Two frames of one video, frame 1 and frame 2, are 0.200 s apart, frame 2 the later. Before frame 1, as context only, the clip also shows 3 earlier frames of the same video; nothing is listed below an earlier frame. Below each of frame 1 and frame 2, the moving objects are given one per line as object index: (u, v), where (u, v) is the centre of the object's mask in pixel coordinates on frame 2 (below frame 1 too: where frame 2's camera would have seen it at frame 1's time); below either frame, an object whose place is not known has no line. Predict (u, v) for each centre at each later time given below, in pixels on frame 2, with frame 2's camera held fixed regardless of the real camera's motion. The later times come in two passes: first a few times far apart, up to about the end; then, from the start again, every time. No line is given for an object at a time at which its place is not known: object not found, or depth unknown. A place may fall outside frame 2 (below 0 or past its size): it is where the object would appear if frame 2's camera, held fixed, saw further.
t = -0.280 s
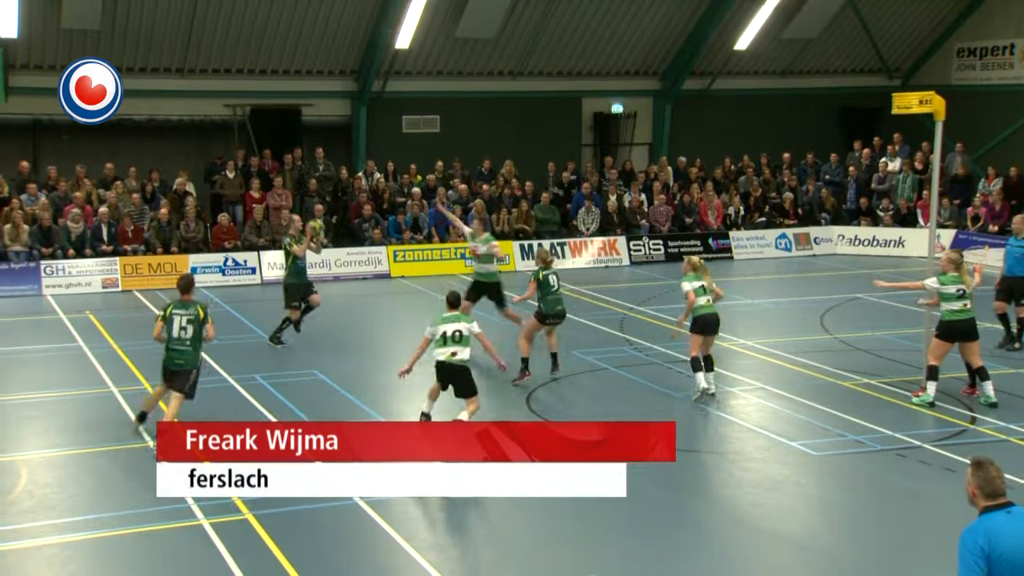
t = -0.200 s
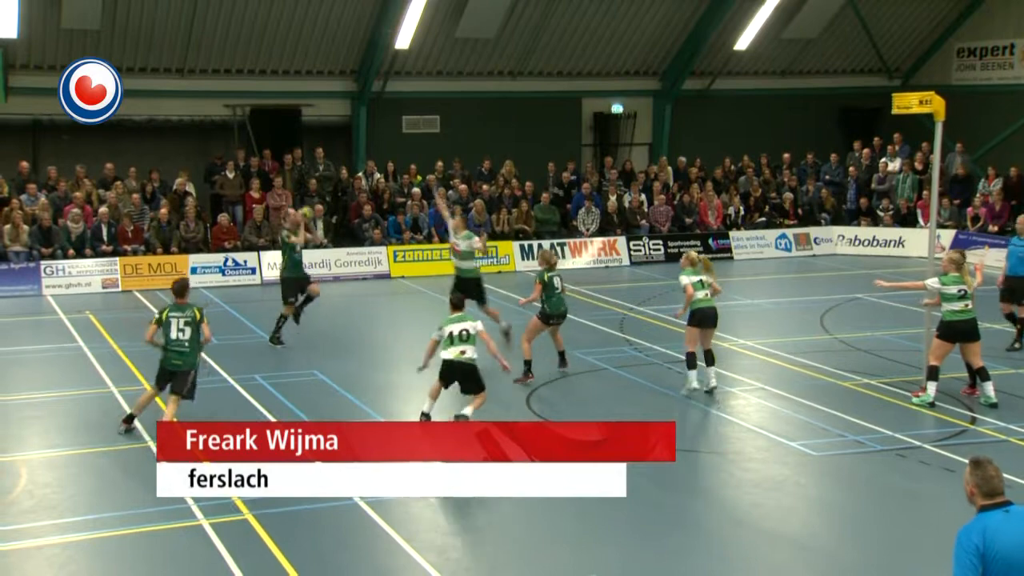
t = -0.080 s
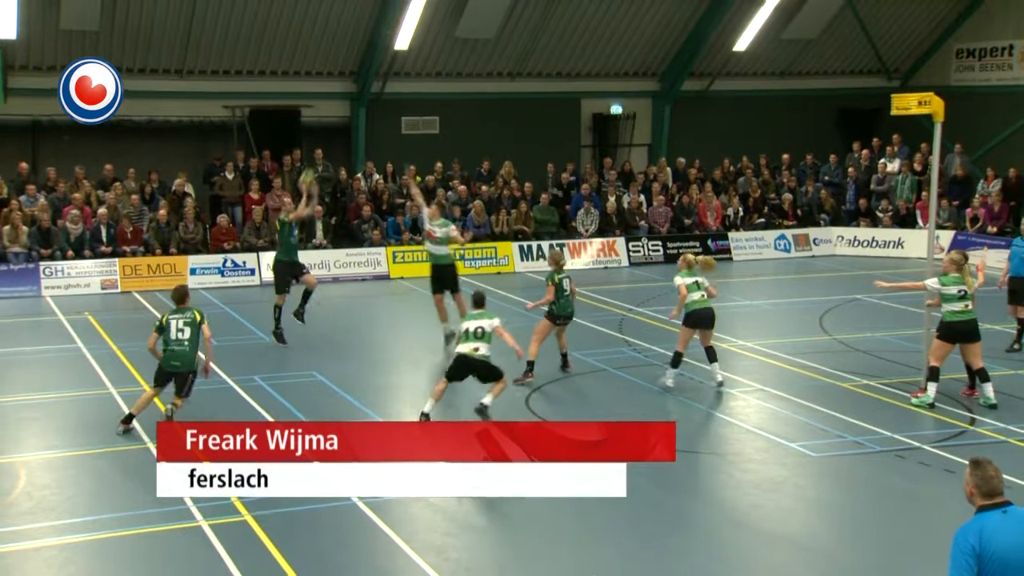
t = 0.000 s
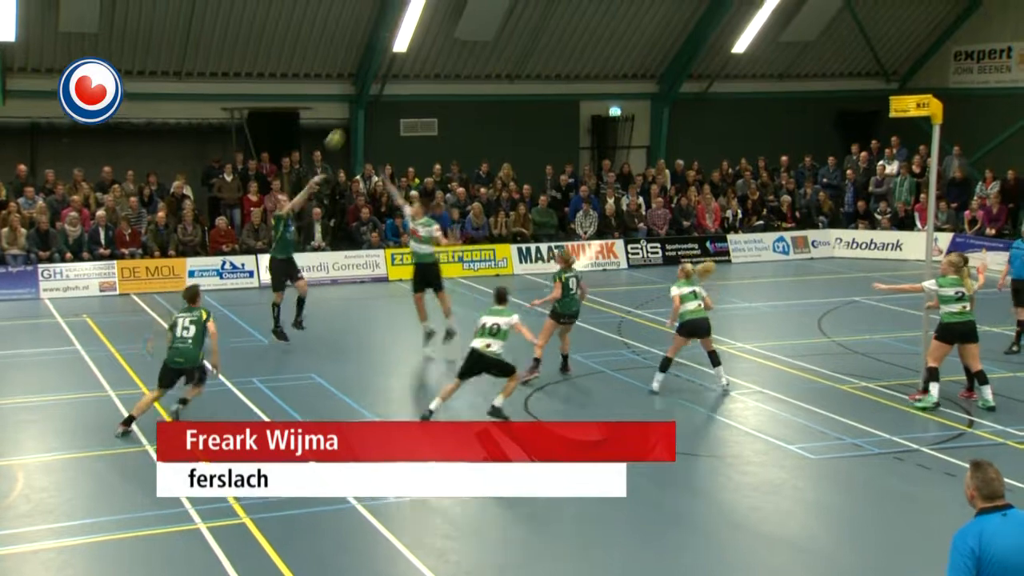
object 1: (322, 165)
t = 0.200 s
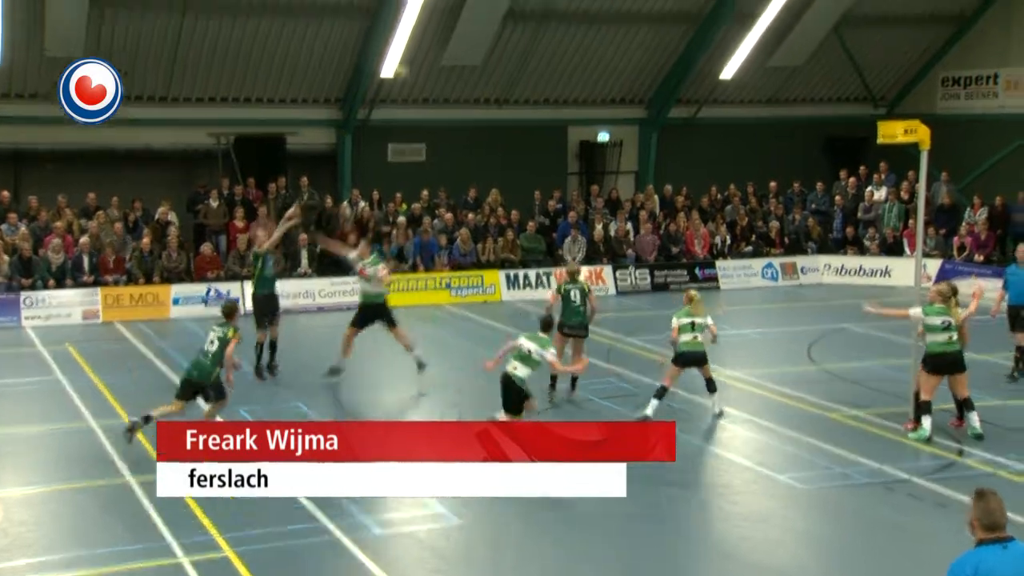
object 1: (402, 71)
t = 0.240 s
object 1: (416, 58)
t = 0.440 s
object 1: (497, -2)
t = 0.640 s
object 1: (582, -34)
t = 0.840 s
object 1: (667, -32)
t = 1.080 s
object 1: (771, 13)
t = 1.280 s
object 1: (859, 89)
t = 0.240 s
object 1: (416, 58)
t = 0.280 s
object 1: (432, 43)
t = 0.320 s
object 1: (448, 30)
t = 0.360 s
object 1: (464, 16)
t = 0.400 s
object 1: (481, 5)
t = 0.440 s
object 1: (497, -2)
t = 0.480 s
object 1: (515, -13)
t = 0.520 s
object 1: (531, -18)
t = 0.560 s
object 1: (549, -25)
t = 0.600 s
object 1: (565, -30)
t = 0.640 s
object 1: (582, -34)
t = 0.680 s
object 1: (600, -36)
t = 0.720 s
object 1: (617, -37)
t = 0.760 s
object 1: (633, -37)
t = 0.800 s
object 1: (651, -35)
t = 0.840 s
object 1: (667, -32)
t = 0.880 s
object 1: (685, -27)
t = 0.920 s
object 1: (702, -23)
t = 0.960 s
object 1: (719, -14)
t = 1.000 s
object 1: (736, -7)
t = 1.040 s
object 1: (754, 2)
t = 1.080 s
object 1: (771, 13)
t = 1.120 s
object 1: (789, 25)
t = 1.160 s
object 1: (806, 36)
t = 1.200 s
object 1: (823, 53)
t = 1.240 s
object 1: (842, 69)
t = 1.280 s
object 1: (859, 89)
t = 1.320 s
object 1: (881, 109)
